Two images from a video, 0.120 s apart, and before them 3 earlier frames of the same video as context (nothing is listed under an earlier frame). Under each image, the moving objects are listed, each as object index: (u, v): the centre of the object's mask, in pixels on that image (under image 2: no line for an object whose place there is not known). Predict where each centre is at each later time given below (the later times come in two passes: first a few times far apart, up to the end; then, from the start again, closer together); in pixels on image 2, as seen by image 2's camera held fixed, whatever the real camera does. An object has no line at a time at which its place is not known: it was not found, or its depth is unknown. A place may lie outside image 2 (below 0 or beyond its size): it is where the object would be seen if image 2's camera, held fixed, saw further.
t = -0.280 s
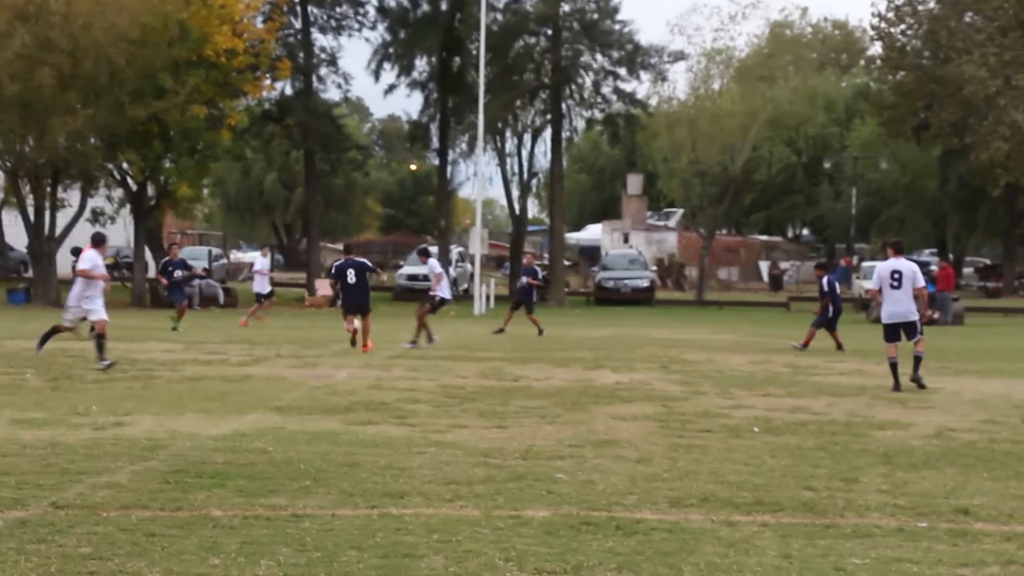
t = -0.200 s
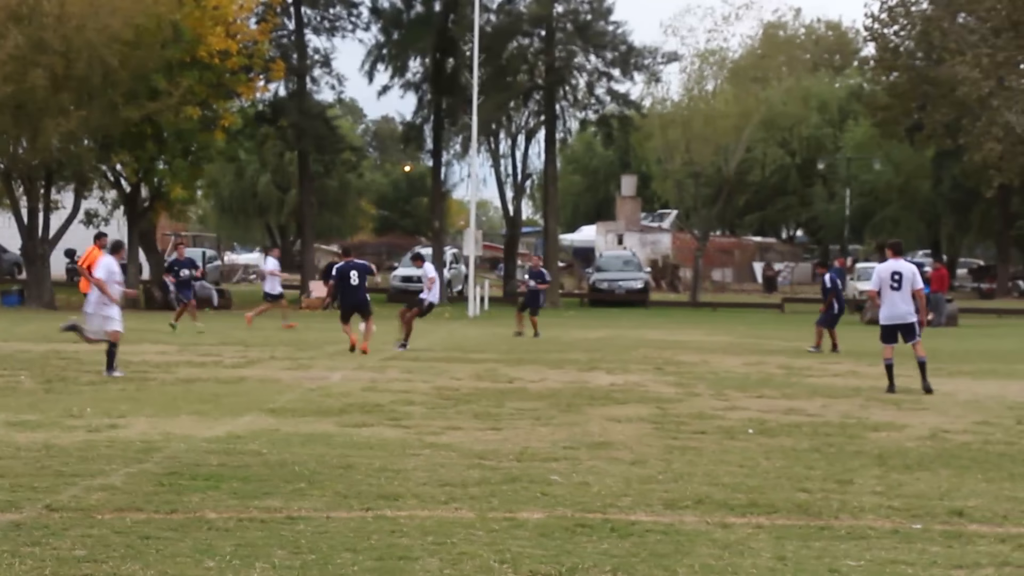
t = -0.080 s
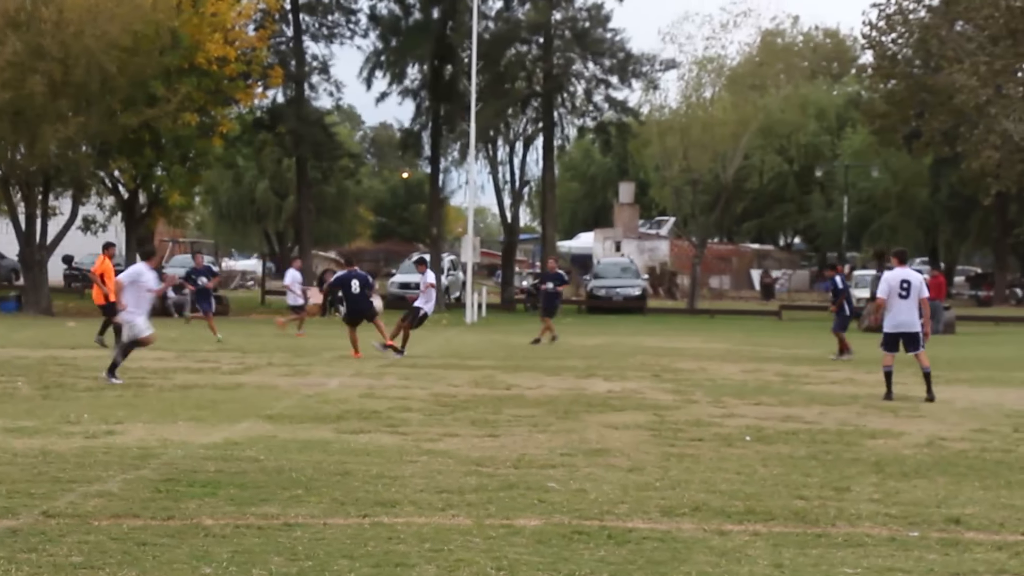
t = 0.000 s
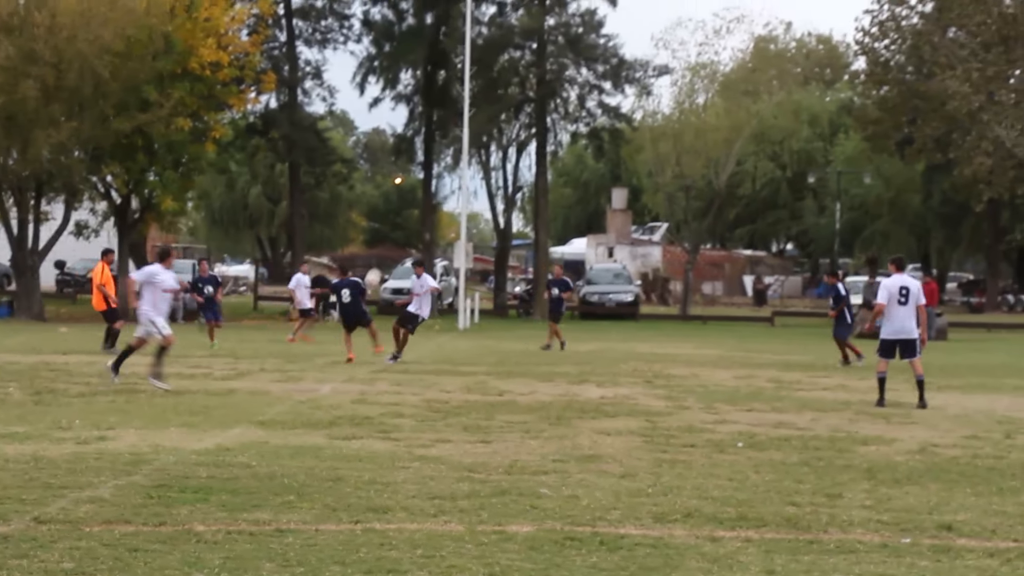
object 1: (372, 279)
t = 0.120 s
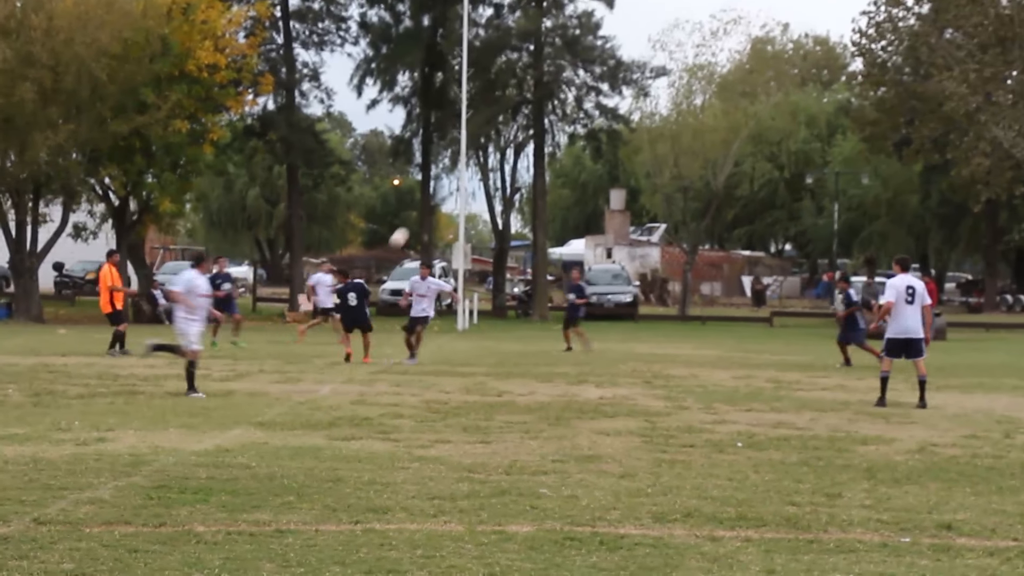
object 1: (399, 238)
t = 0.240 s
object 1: (427, 206)
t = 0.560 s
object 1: (501, 167)
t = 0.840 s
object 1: (566, 192)
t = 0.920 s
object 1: (584, 209)
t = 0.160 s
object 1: (408, 227)
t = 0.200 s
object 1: (417, 216)
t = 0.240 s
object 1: (427, 206)
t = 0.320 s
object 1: (444, 190)
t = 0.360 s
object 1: (455, 183)
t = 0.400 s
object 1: (464, 177)
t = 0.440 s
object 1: (474, 173)
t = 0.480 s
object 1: (483, 170)
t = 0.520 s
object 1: (492, 168)
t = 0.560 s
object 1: (501, 167)
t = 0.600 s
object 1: (510, 167)
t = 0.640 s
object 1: (519, 168)
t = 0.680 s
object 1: (529, 171)
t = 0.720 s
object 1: (538, 174)
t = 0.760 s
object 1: (548, 178)
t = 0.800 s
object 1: (557, 184)
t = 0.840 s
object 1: (566, 192)
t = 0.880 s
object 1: (575, 200)
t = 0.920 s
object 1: (584, 209)
